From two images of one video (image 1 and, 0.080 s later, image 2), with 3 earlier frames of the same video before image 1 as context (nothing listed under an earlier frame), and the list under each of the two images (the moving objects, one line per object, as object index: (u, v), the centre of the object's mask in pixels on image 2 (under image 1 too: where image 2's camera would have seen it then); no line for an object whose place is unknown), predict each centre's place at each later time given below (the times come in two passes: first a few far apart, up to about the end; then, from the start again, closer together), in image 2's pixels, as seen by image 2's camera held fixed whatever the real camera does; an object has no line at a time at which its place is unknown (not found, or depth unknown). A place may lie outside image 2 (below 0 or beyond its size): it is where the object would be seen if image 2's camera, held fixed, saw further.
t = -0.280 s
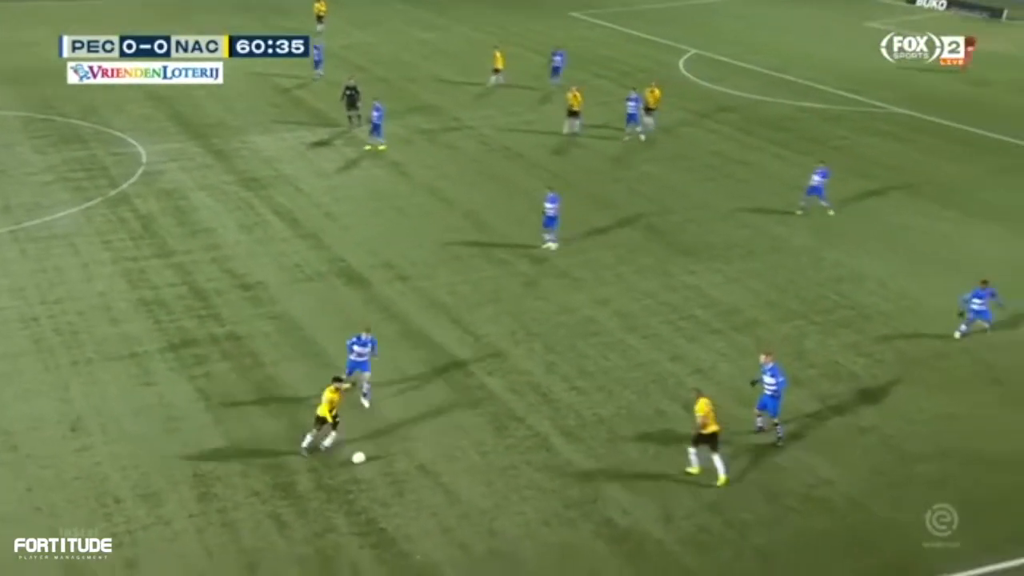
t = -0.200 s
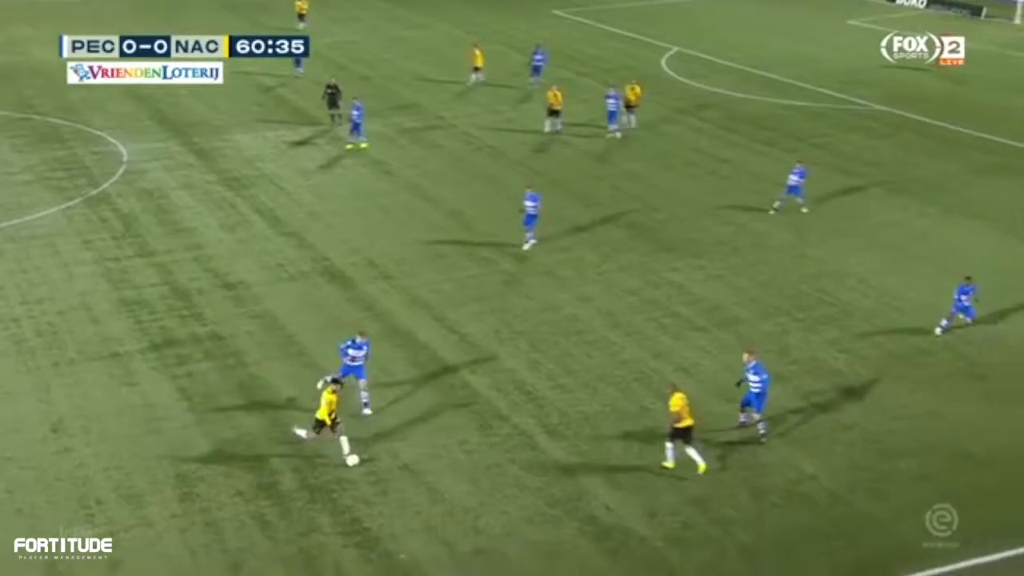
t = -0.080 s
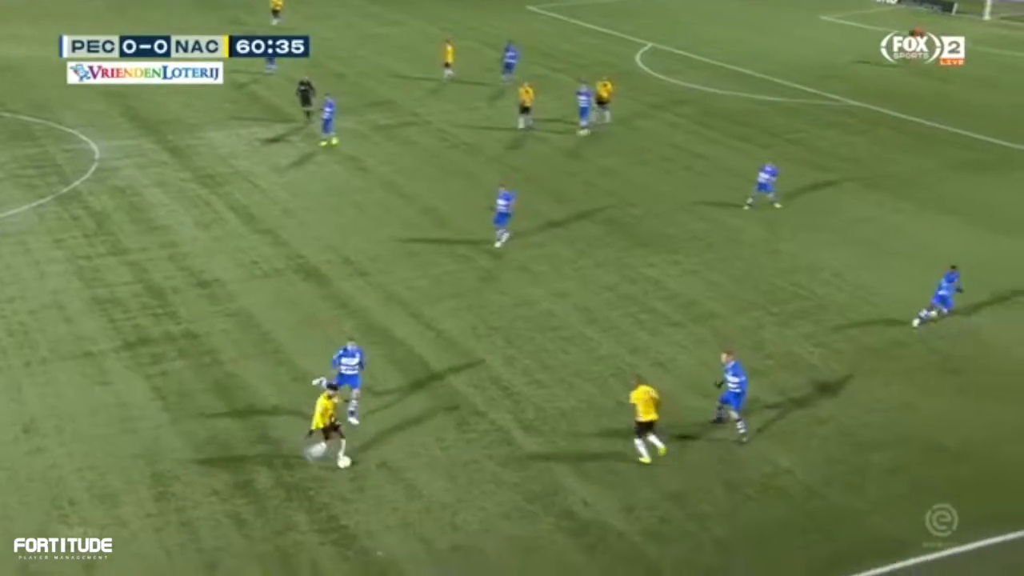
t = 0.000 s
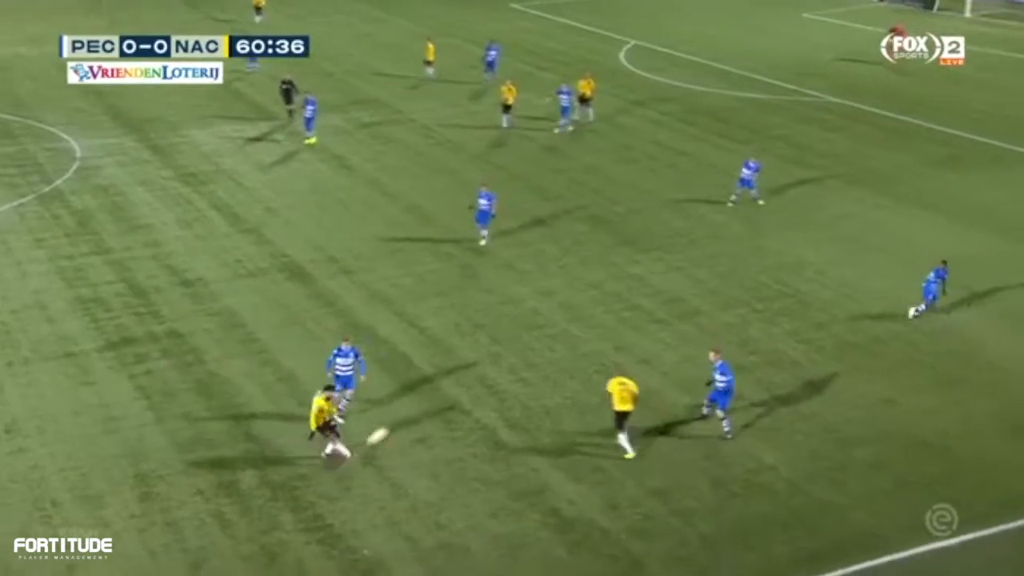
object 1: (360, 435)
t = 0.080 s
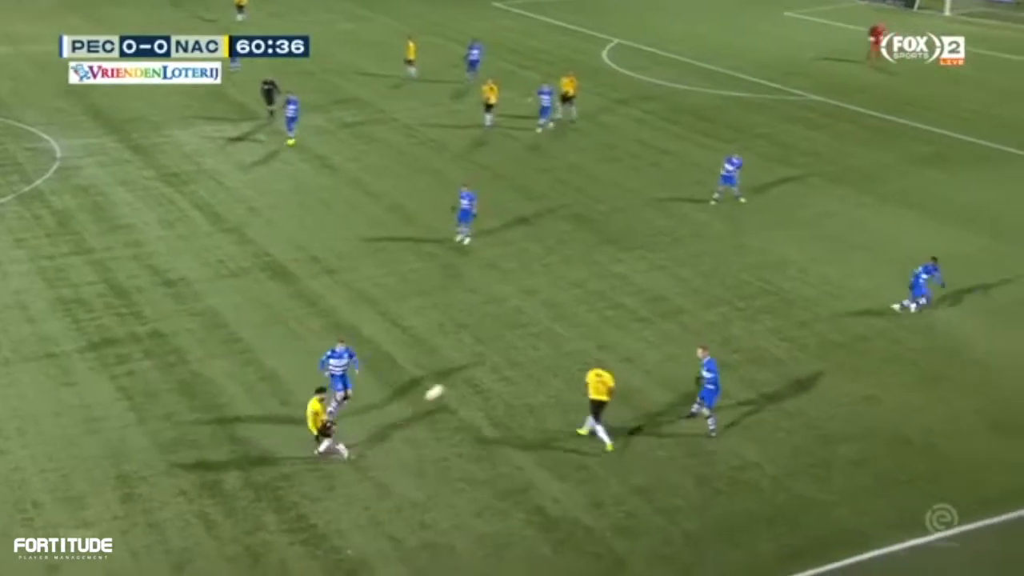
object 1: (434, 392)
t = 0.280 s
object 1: (592, 302)
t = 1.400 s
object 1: (1072, 158)
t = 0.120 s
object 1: (469, 372)
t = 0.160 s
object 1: (502, 354)
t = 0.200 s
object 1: (533, 335)
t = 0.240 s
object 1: (563, 319)
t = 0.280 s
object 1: (592, 302)
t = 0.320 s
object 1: (620, 287)
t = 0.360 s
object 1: (647, 272)
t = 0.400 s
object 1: (672, 259)
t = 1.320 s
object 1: (1053, 153)
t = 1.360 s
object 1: (1062, 155)
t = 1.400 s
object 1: (1072, 158)
